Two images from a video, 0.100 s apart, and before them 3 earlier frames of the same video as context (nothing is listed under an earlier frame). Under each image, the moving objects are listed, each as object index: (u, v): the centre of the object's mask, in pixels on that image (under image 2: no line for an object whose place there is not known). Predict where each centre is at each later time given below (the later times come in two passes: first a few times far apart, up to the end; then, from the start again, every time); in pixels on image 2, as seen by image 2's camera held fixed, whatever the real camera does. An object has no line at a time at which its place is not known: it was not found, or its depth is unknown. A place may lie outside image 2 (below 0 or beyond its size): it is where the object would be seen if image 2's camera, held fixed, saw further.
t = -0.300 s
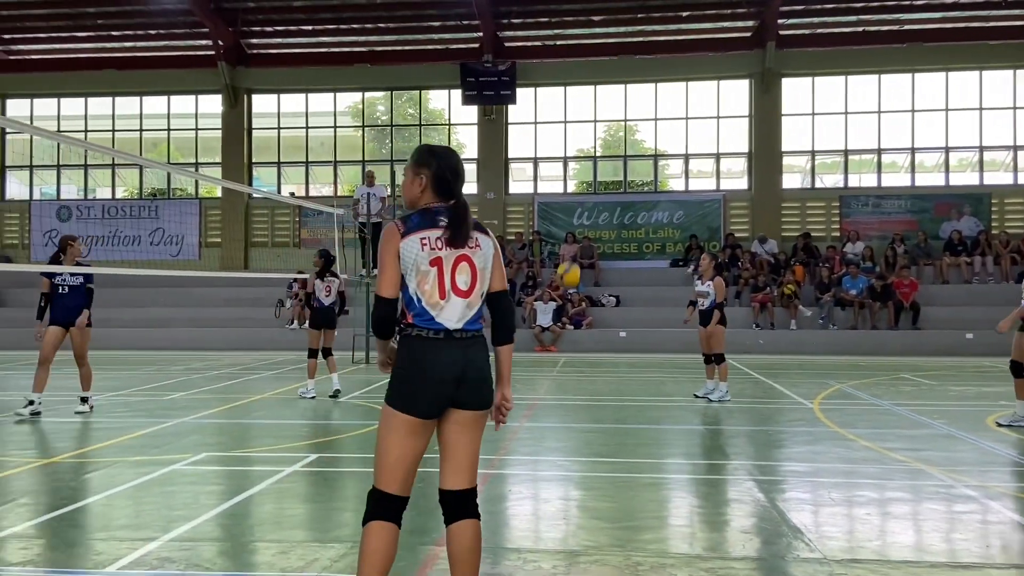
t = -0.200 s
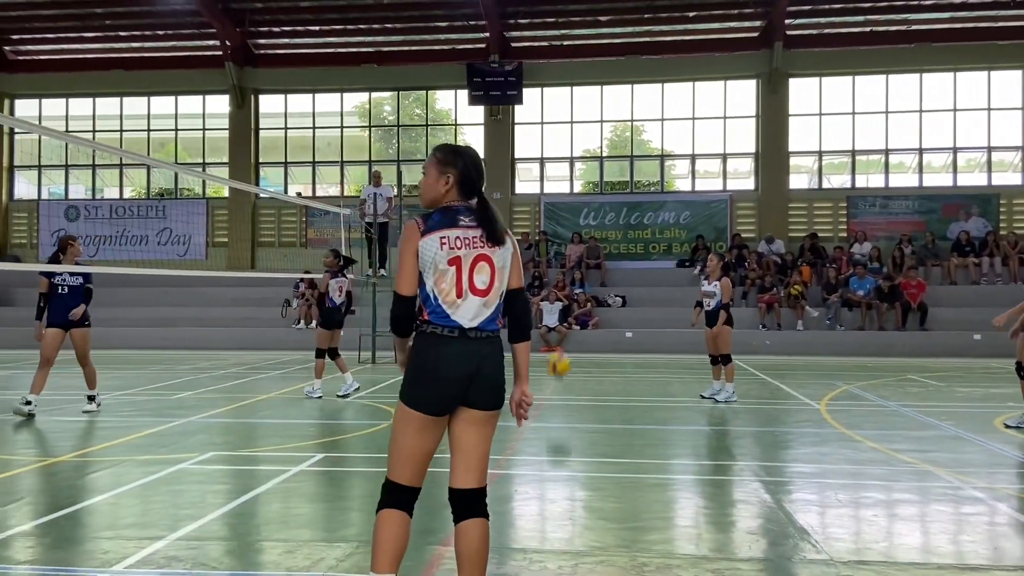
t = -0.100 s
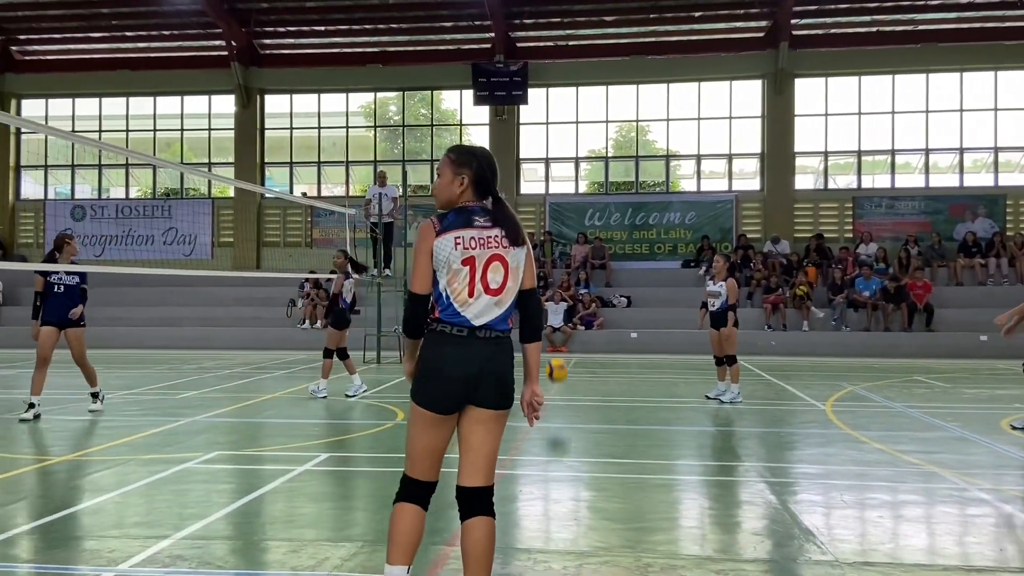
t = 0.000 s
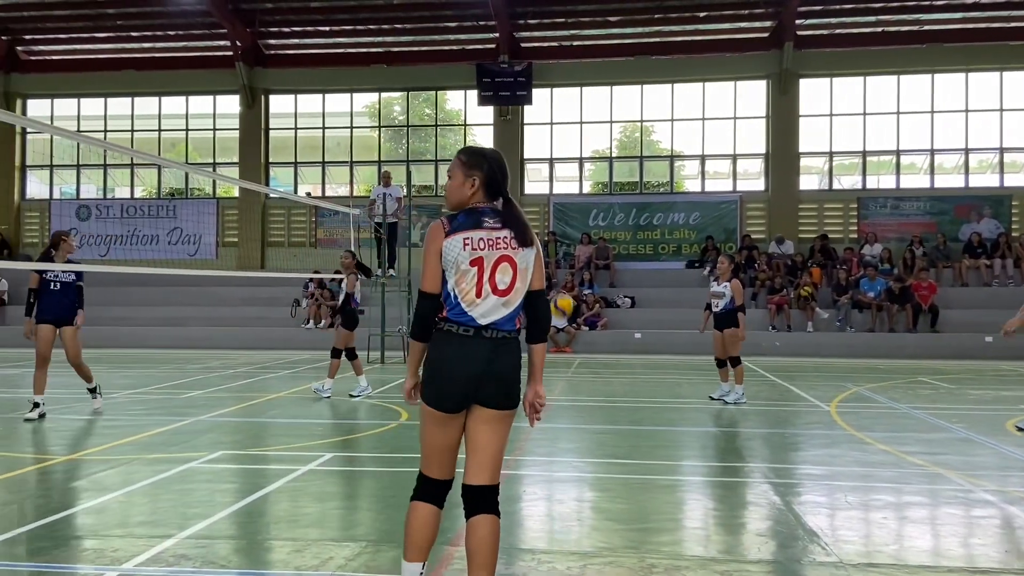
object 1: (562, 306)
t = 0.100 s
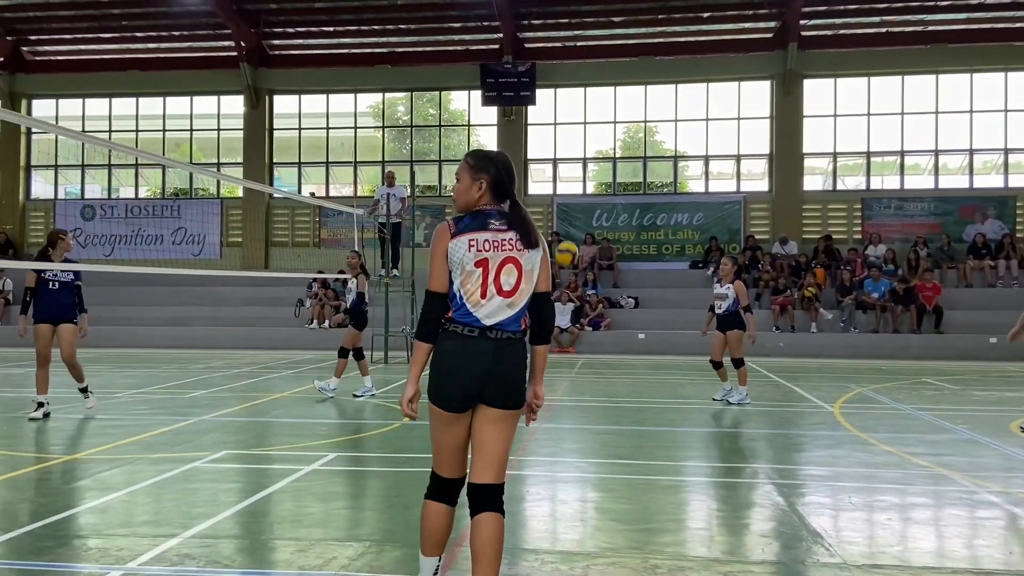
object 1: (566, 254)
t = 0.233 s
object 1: (569, 201)
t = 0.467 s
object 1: (572, 157)
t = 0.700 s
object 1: (575, 169)
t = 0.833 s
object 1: (576, 201)
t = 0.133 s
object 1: (567, 239)
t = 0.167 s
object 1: (568, 225)
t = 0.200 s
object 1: (569, 212)
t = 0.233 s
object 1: (569, 201)
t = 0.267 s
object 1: (569, 191)
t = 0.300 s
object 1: (570, 183)
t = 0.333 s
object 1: (571, 175)
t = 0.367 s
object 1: (571, 169)
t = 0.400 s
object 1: (572, 163)
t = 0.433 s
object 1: (572, 159)
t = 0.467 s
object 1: (572, 157)
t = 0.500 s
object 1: (572, 155)
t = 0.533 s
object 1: (572, 155)
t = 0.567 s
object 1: (573, 155)
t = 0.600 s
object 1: (573, 157)
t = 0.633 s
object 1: (574, 160)
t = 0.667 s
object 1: (574, 164)
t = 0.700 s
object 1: (575, 169)
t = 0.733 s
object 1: (575, 175)
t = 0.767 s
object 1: (576, 183)
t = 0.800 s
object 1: (576, 191)
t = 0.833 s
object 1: (576, 201)
